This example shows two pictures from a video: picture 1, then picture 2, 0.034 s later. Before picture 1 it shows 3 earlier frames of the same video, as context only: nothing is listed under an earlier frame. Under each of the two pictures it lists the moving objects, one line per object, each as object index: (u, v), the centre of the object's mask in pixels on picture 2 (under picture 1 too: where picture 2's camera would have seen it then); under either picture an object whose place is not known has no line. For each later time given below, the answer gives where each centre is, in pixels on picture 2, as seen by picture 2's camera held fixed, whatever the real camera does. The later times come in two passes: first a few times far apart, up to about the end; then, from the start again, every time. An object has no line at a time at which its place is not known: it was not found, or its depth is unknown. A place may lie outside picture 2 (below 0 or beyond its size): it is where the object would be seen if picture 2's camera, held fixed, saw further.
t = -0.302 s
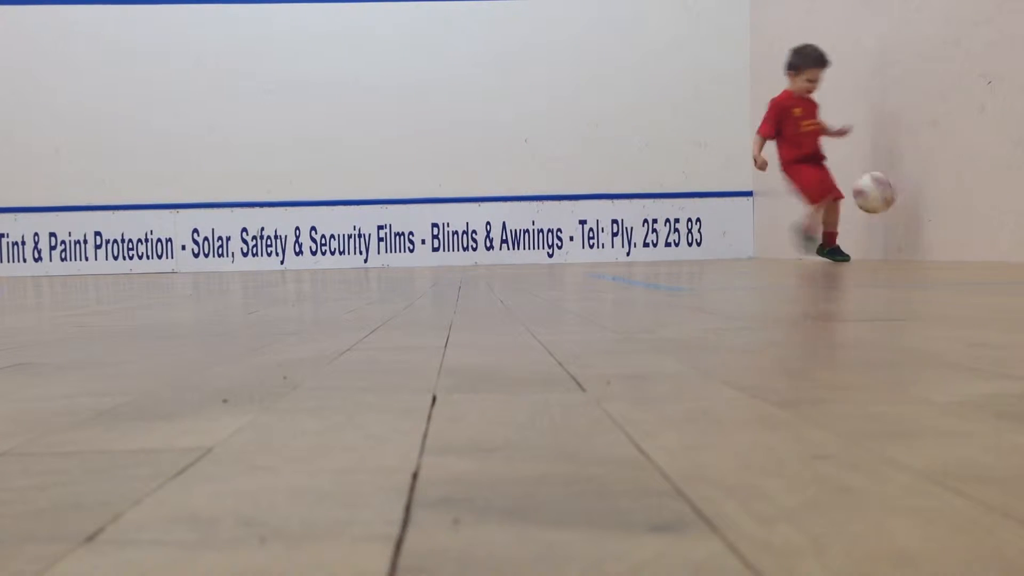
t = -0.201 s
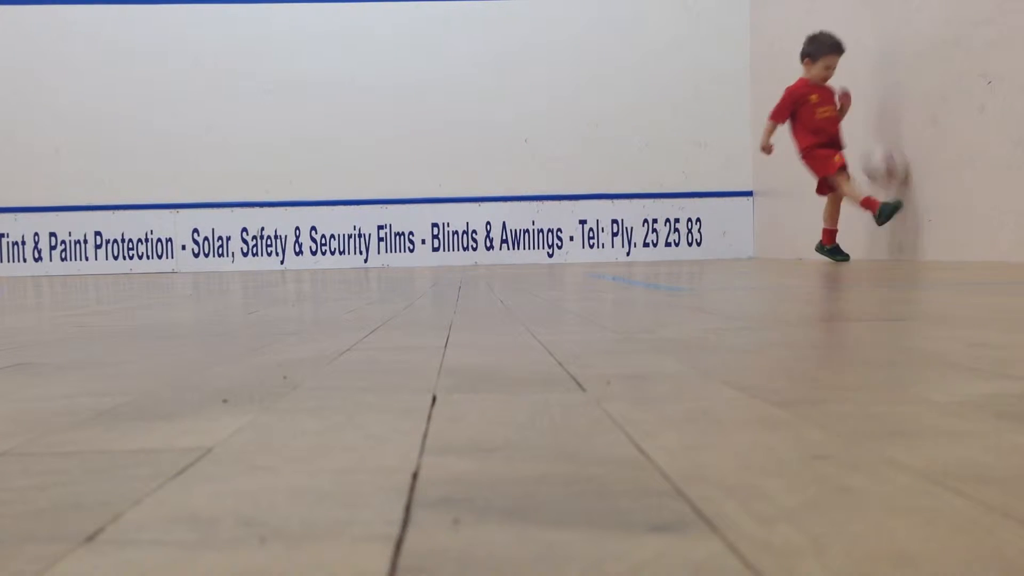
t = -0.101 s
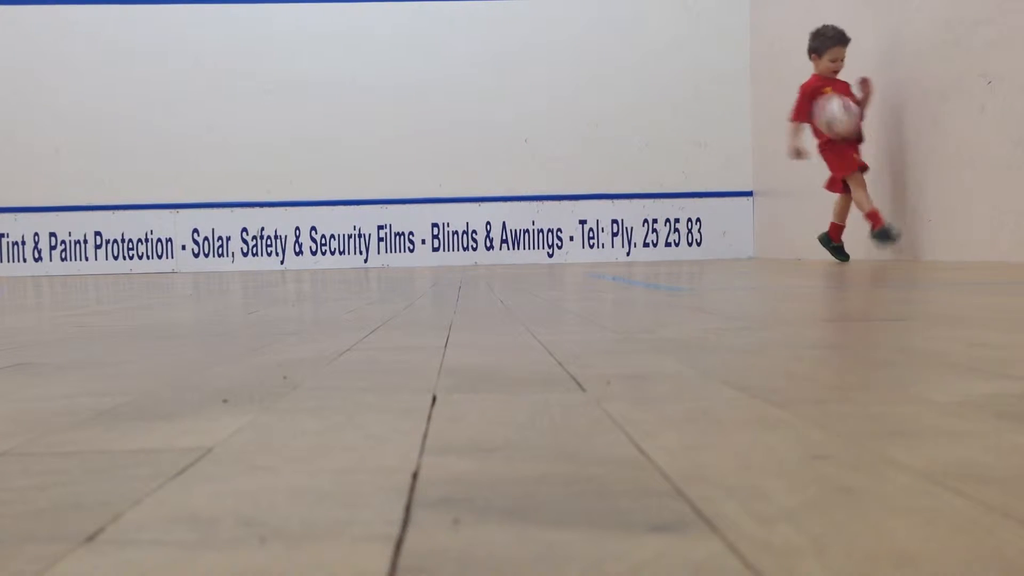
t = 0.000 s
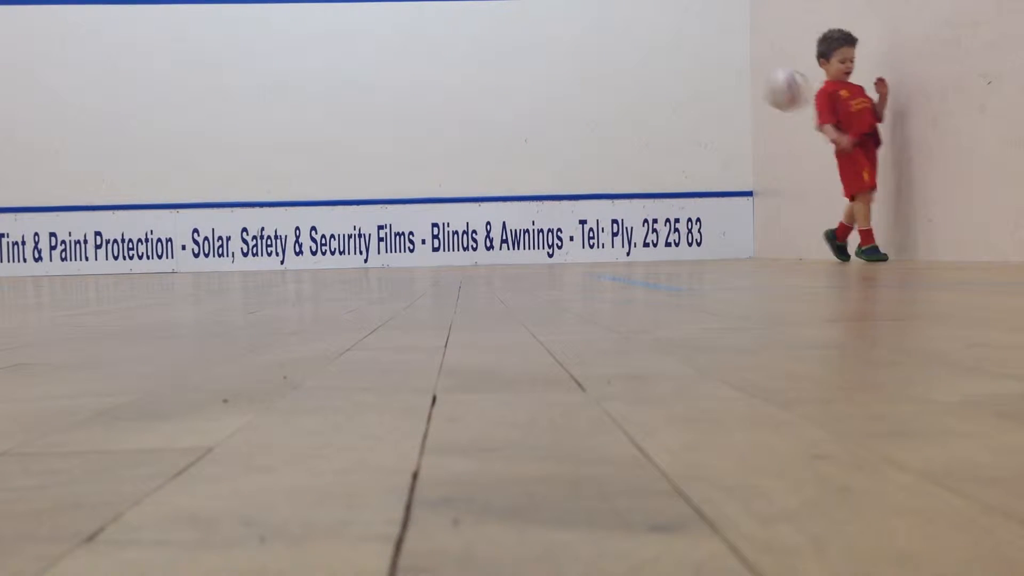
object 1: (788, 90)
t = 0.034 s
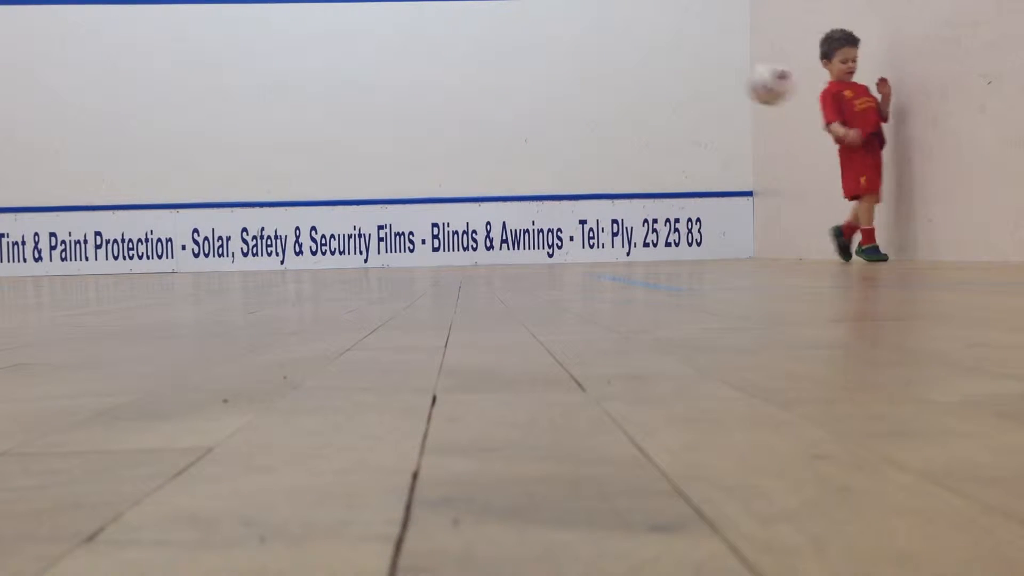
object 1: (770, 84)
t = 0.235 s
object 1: (671, 105)
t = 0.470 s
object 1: (556, 237)
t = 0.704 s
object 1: (524, 163)
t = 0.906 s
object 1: (506, 172)
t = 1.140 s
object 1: (489, 225)
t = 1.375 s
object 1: (477, 190)
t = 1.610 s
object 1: (465, 239)
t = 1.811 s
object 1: (452, 209)
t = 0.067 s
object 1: (756, 83)
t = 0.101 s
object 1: (739, 81)
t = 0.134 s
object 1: (722, 85)
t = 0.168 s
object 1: (704, 90)
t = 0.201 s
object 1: (688, 98)
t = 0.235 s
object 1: (671, 105)
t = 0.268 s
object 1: (655, 115)
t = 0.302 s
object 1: (639, 131)
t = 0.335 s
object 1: (621, 149)
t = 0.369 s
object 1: (604, 168)
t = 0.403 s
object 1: (587, 188)
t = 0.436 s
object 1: (571, 209)
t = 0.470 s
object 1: (556, 237)
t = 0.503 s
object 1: (546, 240)
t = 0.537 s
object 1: (540, 219)
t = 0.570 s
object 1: (538, 204)
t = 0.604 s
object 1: (534, 190)
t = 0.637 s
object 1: (531, 179)
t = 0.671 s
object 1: (527, 170)
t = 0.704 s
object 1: (524, 163)
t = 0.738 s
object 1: (521, 158)
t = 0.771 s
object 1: (517, 156)
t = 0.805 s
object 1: (515, 156)
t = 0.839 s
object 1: (512, 159)
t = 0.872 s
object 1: (509, 164)
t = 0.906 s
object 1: (506, 172)
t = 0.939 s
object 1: (504, 181)
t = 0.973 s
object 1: (501, 193)
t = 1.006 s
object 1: (499, 208)
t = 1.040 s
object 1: (496, 223)
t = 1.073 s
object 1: (493, 248)
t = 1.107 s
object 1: (491, 242)
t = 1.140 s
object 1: (489, 225)
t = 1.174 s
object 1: (487, 213)
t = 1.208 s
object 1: (485, 204)
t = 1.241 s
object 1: (483, 197)
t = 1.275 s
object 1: (481, 192)
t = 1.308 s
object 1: (480, 189)
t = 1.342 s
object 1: (478, 188)
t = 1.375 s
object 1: (477, 190)
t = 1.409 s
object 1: (475, 195)
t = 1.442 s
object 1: (474, 201)
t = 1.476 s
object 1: (472, 210)
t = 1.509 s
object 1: (471, 221)
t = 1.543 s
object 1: (469, 237)
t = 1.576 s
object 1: (468, 250)
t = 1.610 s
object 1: (465, 239)
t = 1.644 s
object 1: (462, 227)
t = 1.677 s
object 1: (461, 219)
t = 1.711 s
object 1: (458, 213)
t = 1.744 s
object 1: (456, 209)
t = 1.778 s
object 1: (454, 208)
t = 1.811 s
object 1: (452, 209)
